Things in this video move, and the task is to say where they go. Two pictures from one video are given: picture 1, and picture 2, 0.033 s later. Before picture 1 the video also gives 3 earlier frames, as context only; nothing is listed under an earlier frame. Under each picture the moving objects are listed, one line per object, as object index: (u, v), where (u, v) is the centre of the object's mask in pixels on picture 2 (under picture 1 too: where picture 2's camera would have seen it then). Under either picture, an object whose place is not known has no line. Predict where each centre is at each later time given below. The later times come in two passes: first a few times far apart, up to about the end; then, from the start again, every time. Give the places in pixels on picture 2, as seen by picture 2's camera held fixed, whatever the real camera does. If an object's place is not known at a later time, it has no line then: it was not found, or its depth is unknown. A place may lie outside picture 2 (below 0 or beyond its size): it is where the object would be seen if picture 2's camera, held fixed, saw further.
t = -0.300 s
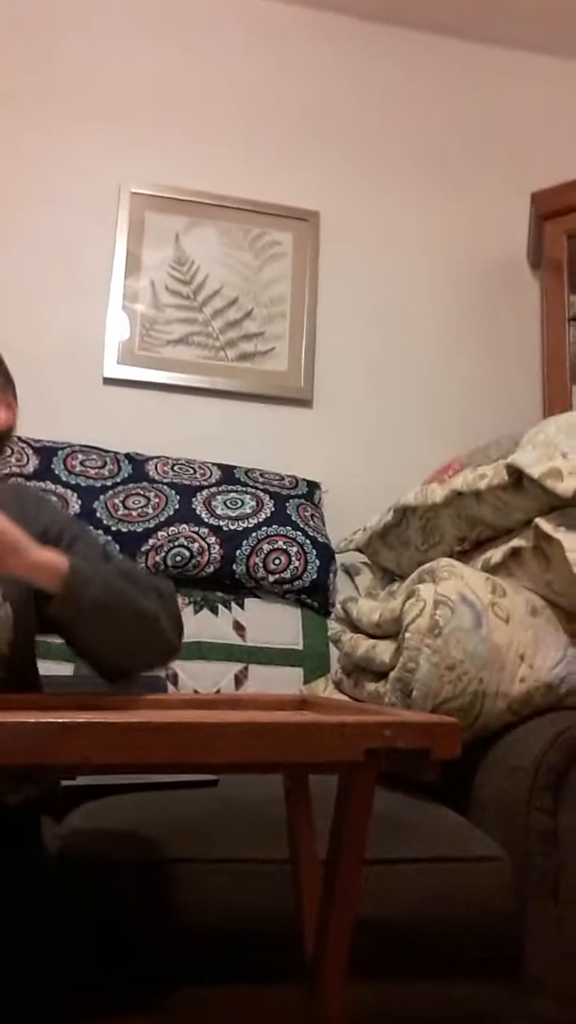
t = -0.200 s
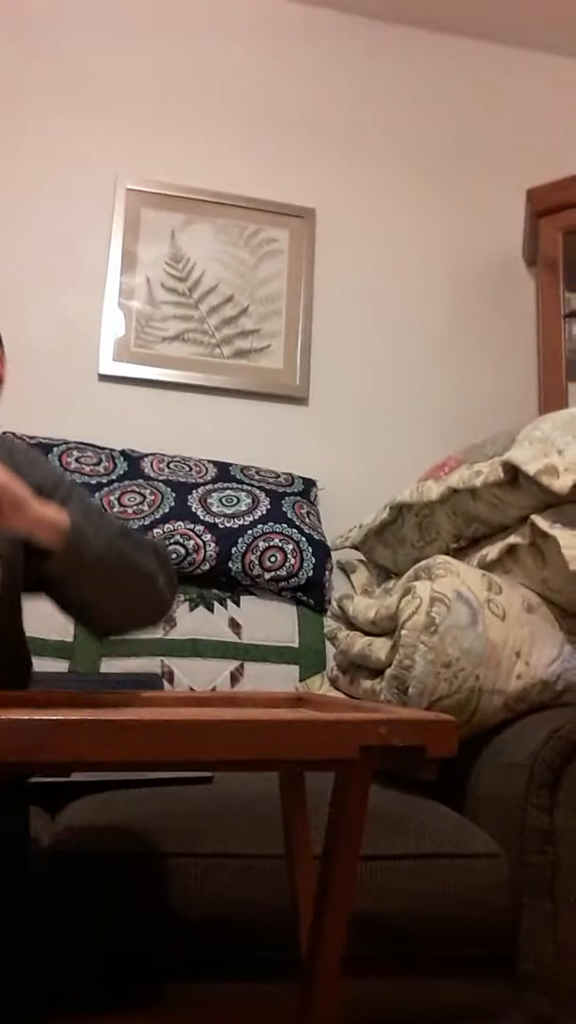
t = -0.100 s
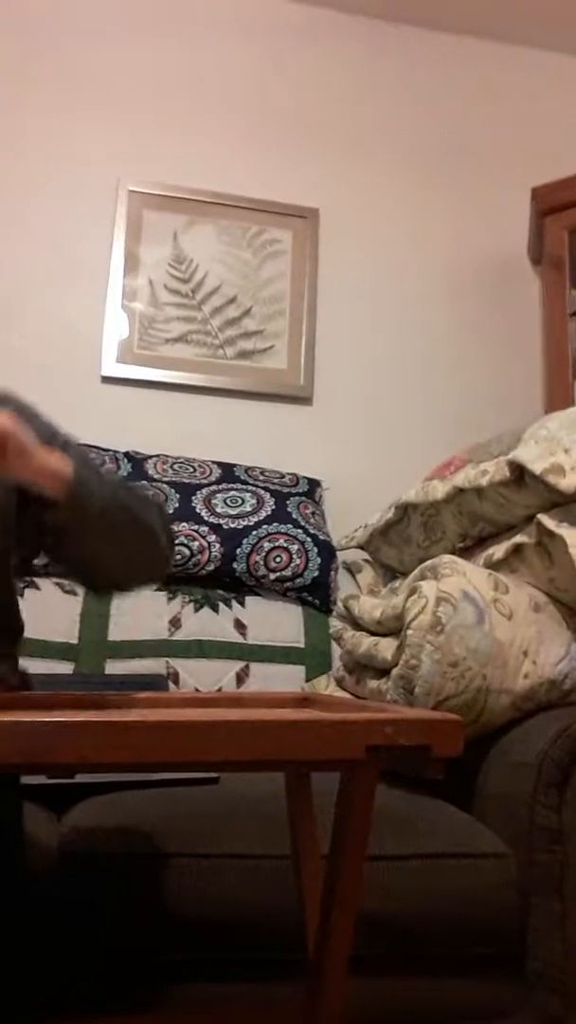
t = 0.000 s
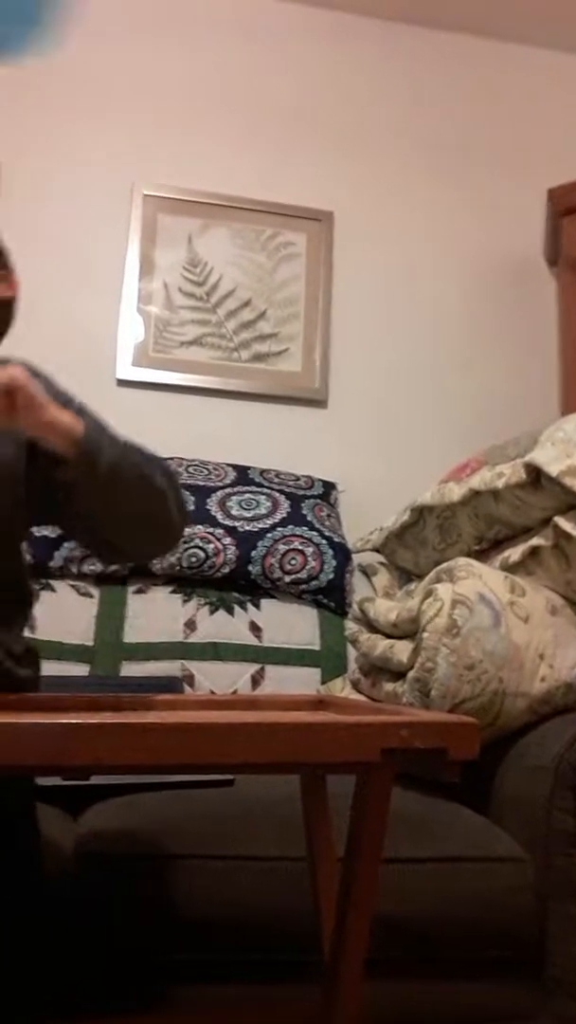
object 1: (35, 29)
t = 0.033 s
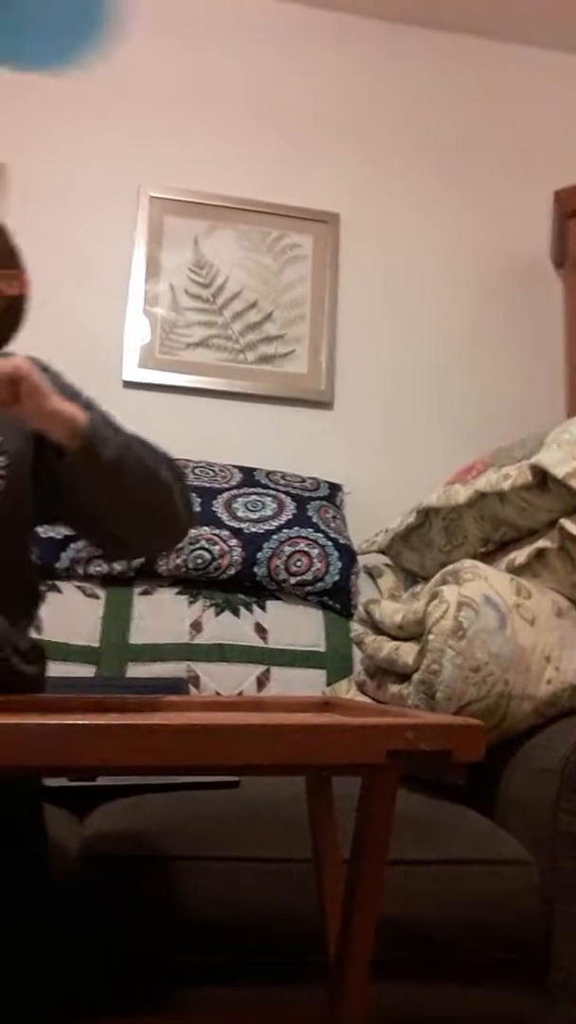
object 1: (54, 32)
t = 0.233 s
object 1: (196, 51)
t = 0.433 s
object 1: (281, 99)
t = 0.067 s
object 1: (78, 34)
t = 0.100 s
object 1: (109, 39)
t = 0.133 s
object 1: (137, 44)
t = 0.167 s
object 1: (161, 47)
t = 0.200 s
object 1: (179, 50)
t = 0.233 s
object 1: (196, 51)
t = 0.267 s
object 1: (212, 54)
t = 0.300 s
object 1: (228, 58)
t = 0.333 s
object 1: (243, 63)
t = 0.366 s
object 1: (256, 73)
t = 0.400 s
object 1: (269, 86)
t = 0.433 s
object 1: (281, 99)
